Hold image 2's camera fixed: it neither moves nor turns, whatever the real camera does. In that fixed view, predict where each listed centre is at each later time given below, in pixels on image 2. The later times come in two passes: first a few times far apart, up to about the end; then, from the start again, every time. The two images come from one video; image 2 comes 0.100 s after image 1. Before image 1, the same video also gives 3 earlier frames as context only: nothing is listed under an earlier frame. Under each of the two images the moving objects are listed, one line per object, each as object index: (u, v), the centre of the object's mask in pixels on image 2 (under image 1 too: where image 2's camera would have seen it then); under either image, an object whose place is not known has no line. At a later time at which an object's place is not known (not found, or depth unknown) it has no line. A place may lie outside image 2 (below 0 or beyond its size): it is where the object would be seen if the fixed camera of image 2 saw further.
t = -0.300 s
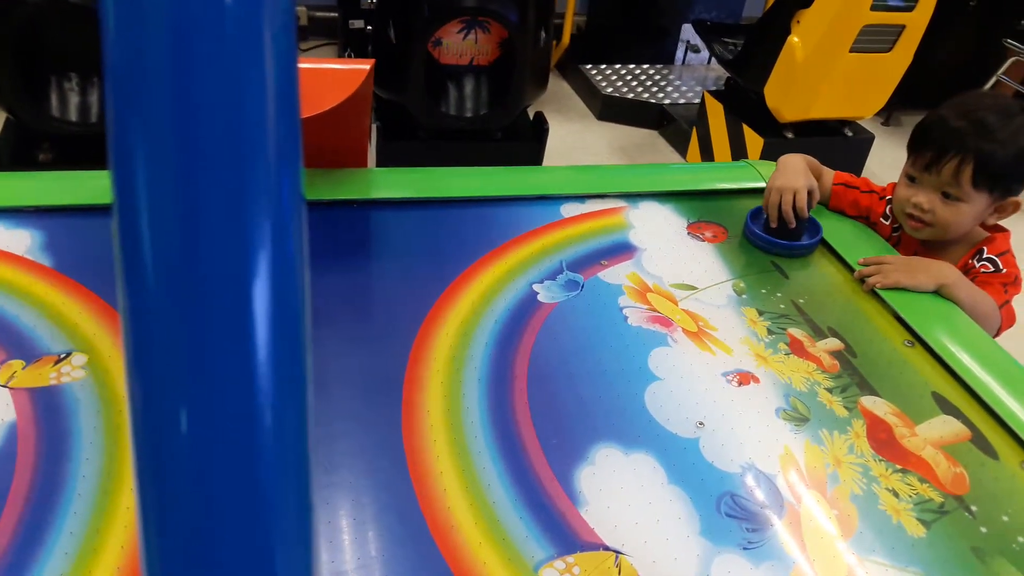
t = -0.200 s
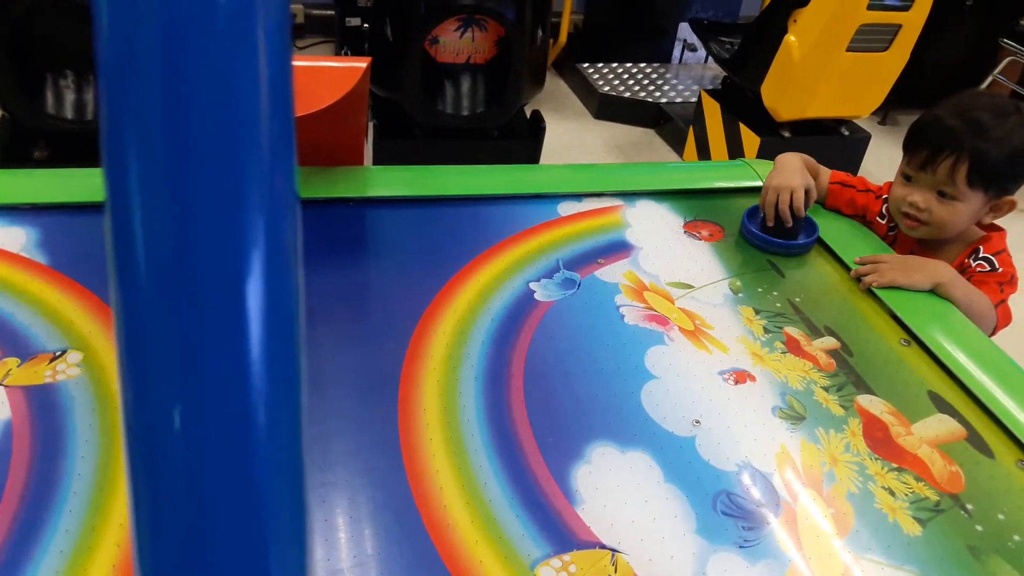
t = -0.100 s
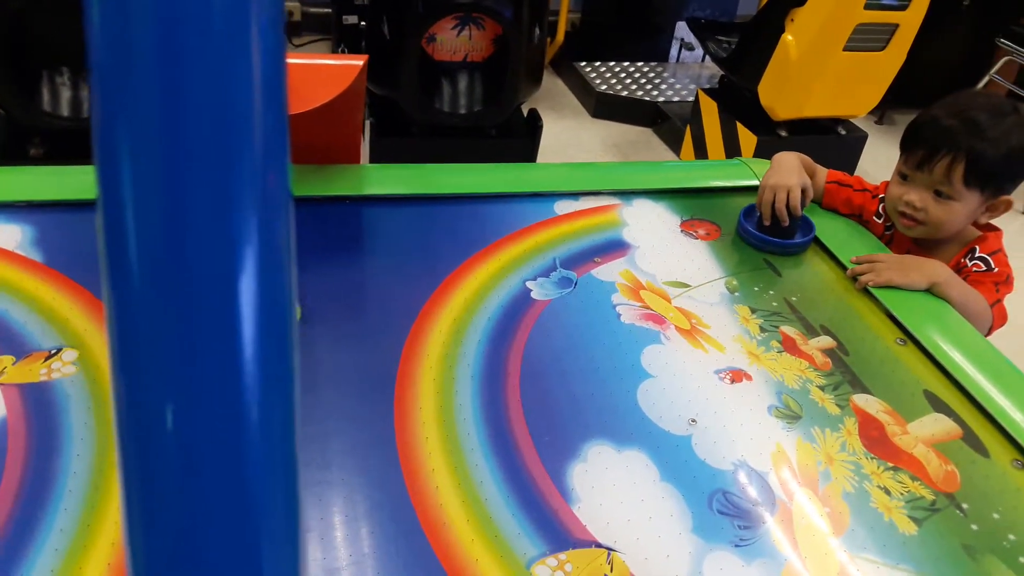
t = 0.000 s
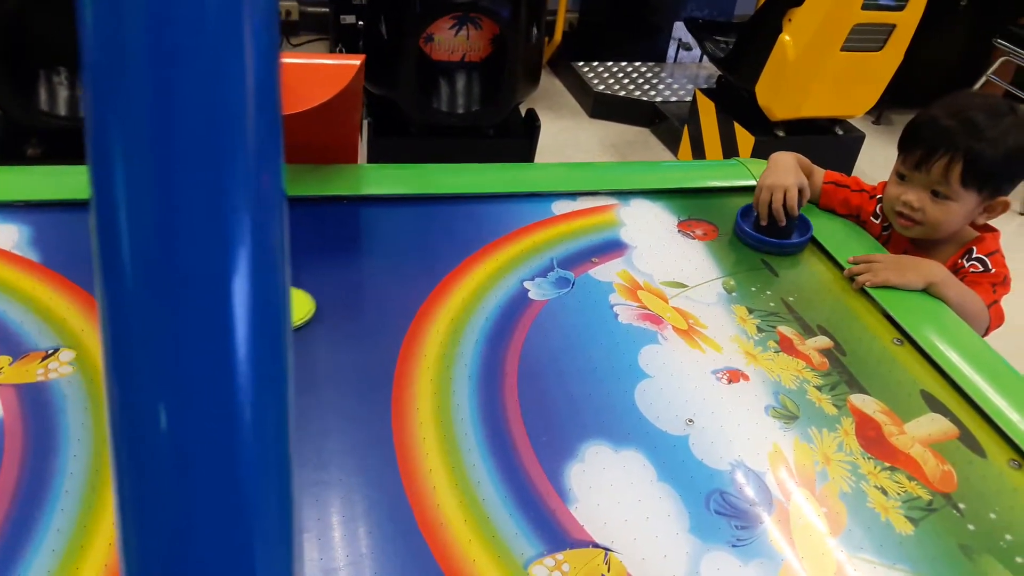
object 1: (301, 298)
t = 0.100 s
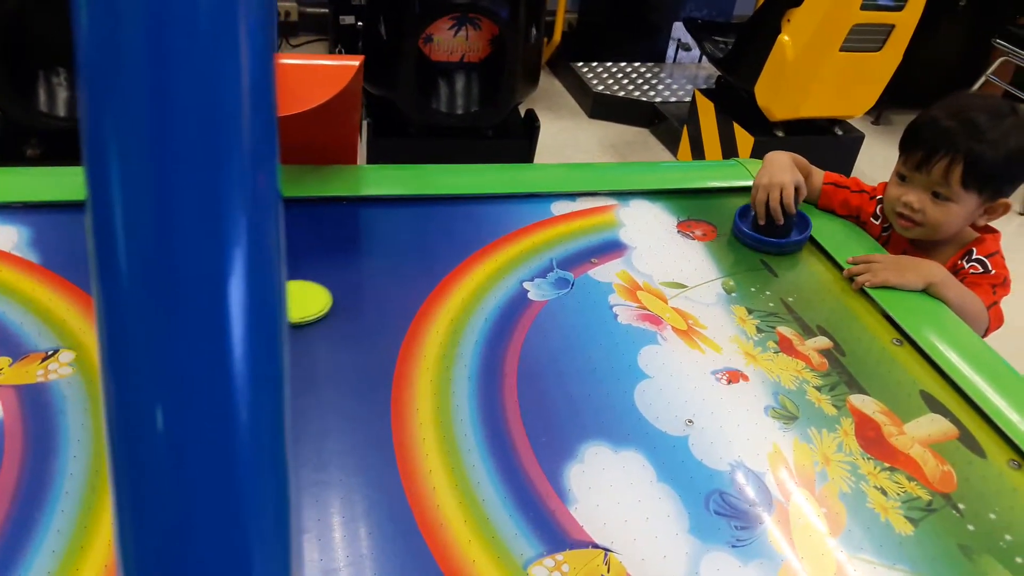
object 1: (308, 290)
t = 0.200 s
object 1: (315, 283)
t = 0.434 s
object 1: (349, 265)
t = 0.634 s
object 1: (377, 250)
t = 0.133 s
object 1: (310, 287)
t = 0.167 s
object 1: (312, 285)
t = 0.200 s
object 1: (315, 283)
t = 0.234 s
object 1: (319, 280)
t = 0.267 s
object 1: (323, 278)
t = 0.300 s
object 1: (329, 275)
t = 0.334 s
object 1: (334, 272)
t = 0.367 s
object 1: (339, 271)
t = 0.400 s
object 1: (344, 268)
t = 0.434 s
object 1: (349, 265)
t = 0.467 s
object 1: (353, 263)
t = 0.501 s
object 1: (358, 260)
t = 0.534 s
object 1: (363, 257)
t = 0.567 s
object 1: (368, 255)
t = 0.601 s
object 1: (372, 253)
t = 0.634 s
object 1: (377, 250)
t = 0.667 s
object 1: (381, 247)
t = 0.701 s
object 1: (385, 245)
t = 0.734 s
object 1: (389, 242)
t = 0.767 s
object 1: (393, 239)
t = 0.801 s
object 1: (397, 237)
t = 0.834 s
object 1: (401, 235)
